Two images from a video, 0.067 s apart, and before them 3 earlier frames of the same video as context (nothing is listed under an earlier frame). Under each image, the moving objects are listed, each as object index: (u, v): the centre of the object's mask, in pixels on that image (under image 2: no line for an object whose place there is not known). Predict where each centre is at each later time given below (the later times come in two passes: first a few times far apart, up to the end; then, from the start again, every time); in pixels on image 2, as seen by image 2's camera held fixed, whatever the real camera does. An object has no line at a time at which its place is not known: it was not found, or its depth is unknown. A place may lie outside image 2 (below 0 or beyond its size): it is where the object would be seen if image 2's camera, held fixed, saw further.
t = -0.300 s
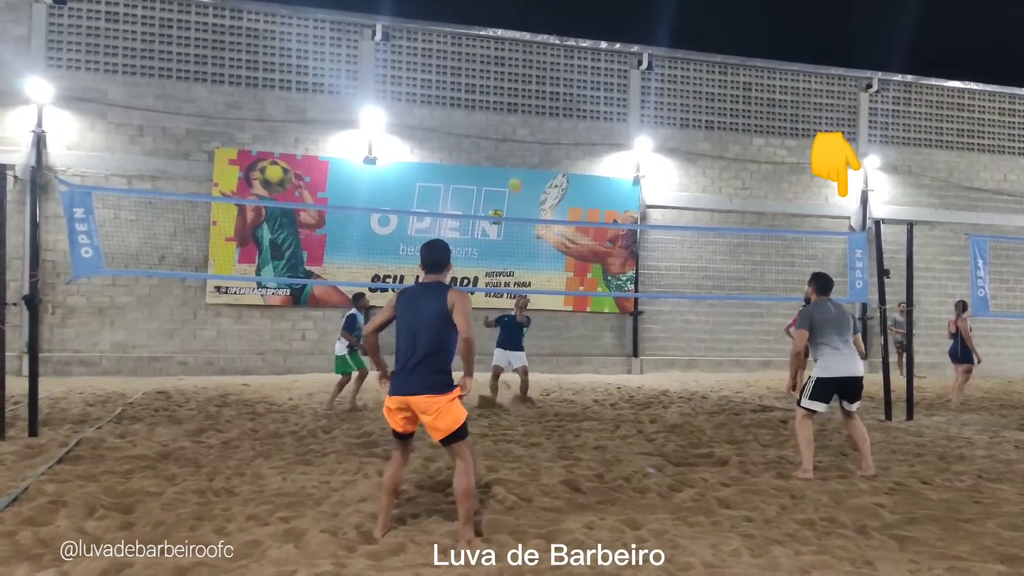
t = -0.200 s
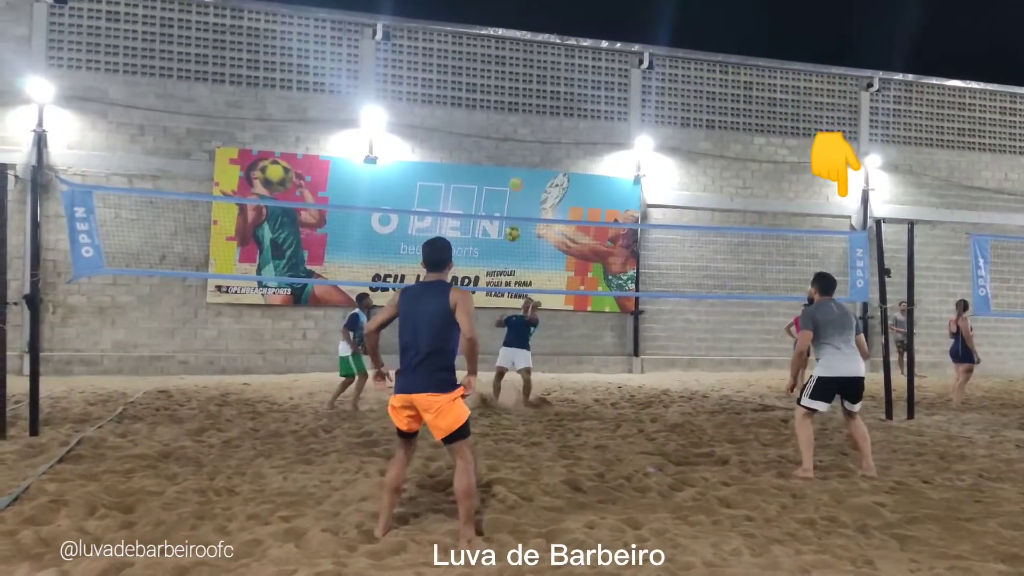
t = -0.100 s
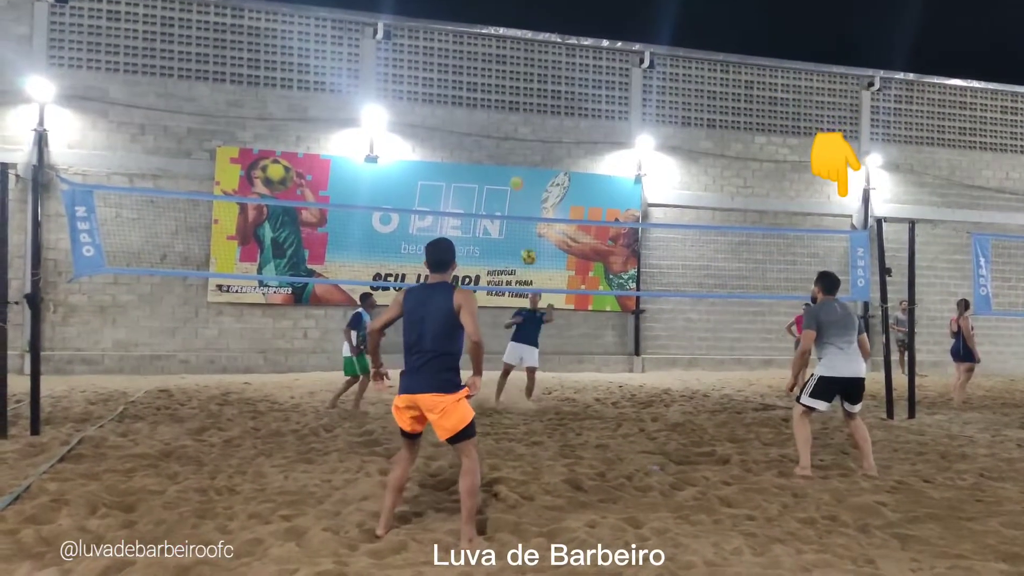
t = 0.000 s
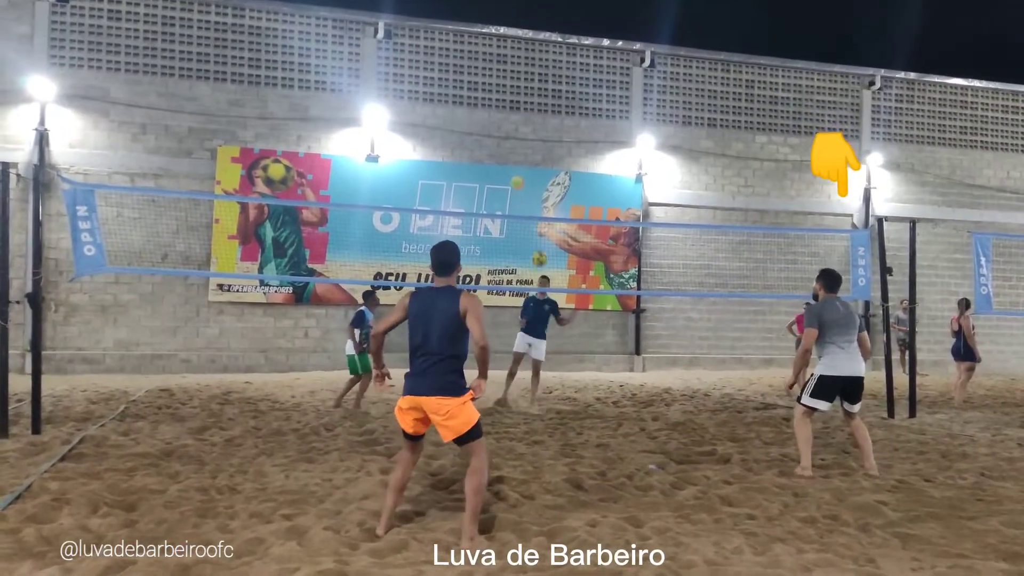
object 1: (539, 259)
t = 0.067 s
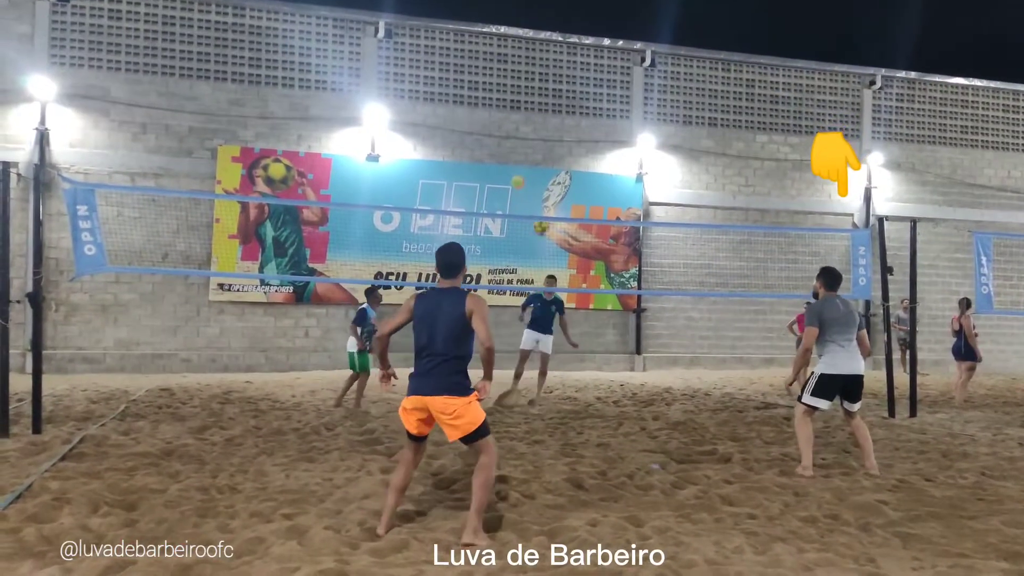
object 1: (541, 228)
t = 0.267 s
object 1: (544, 141)
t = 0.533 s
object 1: (550, 58)
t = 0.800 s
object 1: (556, 25)
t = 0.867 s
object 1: (558, 26)
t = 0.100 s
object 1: (542, 210)
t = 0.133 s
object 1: (542, 196)
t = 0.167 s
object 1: (542, 181)
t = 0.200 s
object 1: (543, 166)
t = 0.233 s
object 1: (544, 154)
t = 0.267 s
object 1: (544, 141)
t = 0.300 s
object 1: (545, 128)
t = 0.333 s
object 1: (545, 115)
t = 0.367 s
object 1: (546, 104)
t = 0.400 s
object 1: (547, 94)
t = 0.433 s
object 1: (548, 84)
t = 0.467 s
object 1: (549, 74)
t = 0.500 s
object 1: (549, 65)
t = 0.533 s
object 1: (550, 58)
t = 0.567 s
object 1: (551, 50)
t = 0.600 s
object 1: (552, 44)
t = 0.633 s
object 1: (553, 38)
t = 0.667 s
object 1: (553, 33)
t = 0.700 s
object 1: (554, 29)
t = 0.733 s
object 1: (555, 27)
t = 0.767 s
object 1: (555, 25)
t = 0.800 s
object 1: (556, 25)
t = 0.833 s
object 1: (557, 25)
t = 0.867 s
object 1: (558, 26)
